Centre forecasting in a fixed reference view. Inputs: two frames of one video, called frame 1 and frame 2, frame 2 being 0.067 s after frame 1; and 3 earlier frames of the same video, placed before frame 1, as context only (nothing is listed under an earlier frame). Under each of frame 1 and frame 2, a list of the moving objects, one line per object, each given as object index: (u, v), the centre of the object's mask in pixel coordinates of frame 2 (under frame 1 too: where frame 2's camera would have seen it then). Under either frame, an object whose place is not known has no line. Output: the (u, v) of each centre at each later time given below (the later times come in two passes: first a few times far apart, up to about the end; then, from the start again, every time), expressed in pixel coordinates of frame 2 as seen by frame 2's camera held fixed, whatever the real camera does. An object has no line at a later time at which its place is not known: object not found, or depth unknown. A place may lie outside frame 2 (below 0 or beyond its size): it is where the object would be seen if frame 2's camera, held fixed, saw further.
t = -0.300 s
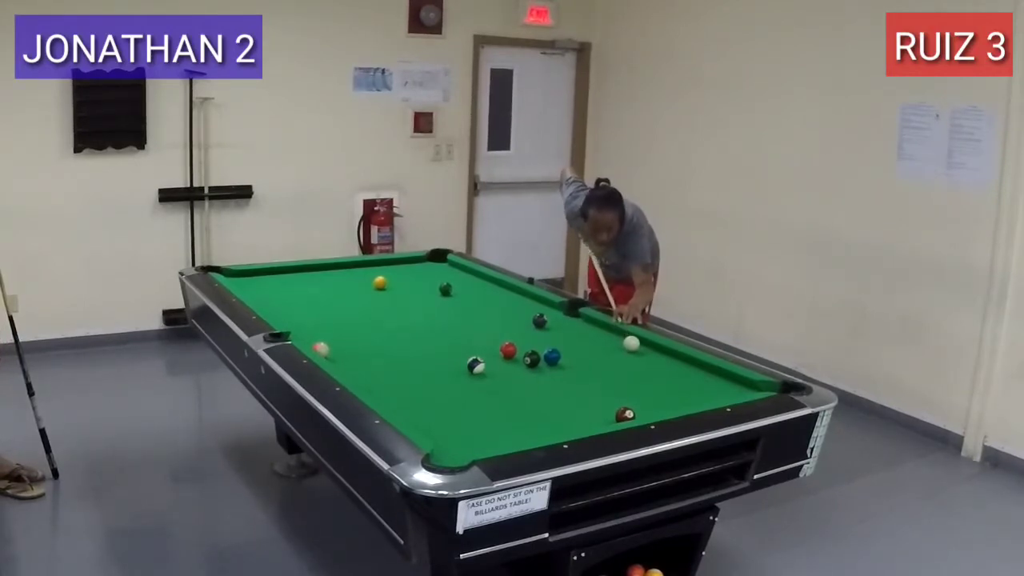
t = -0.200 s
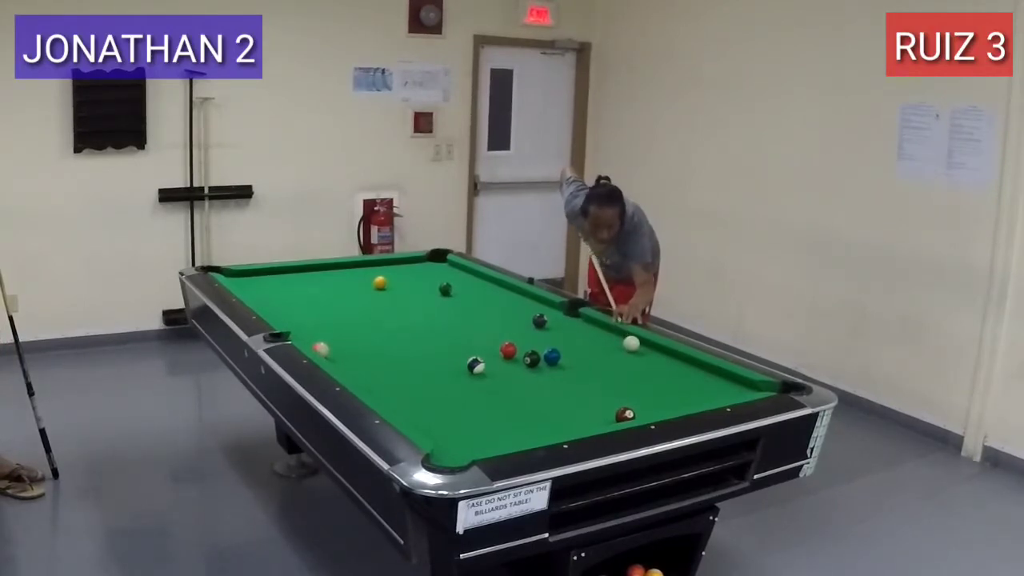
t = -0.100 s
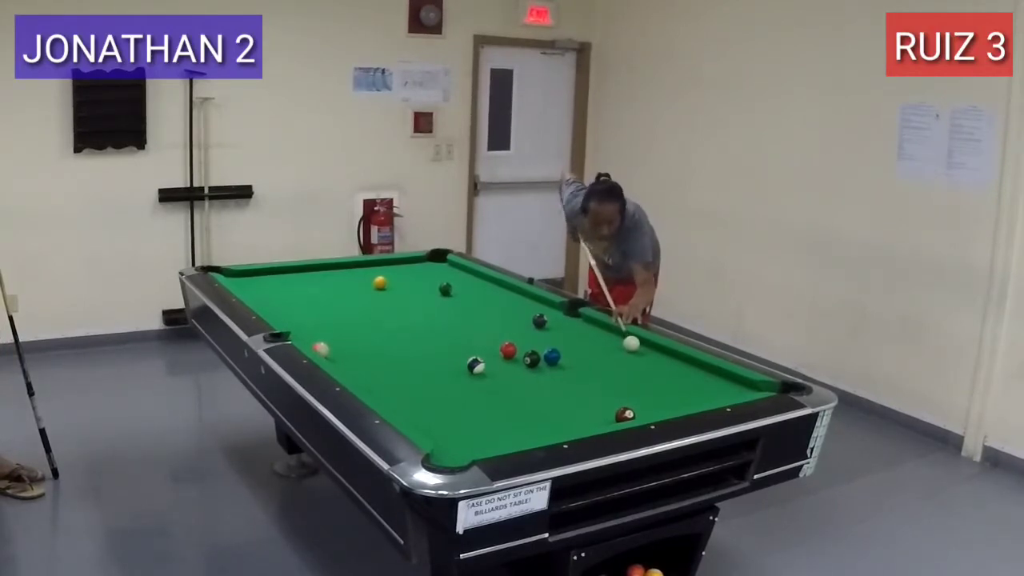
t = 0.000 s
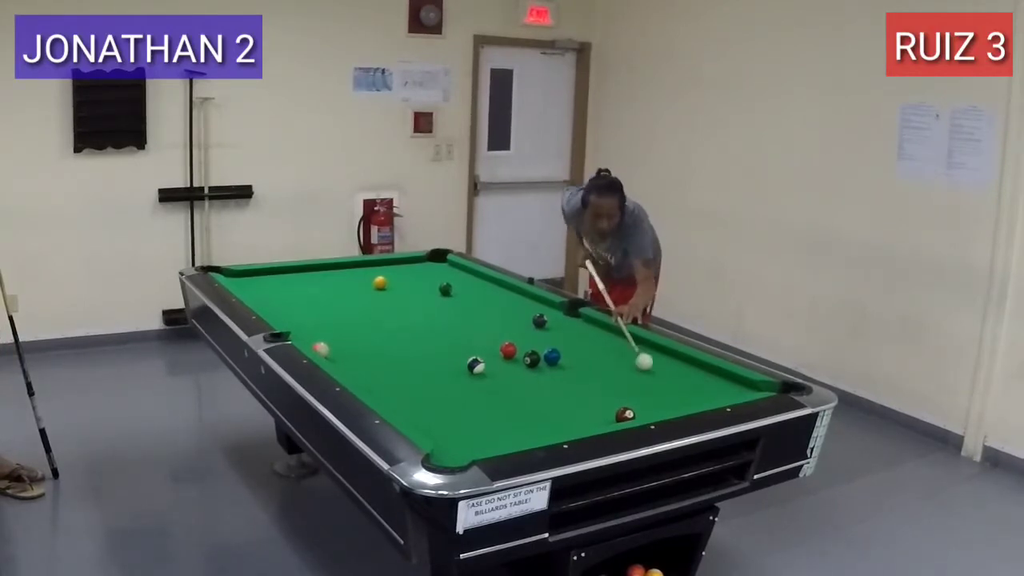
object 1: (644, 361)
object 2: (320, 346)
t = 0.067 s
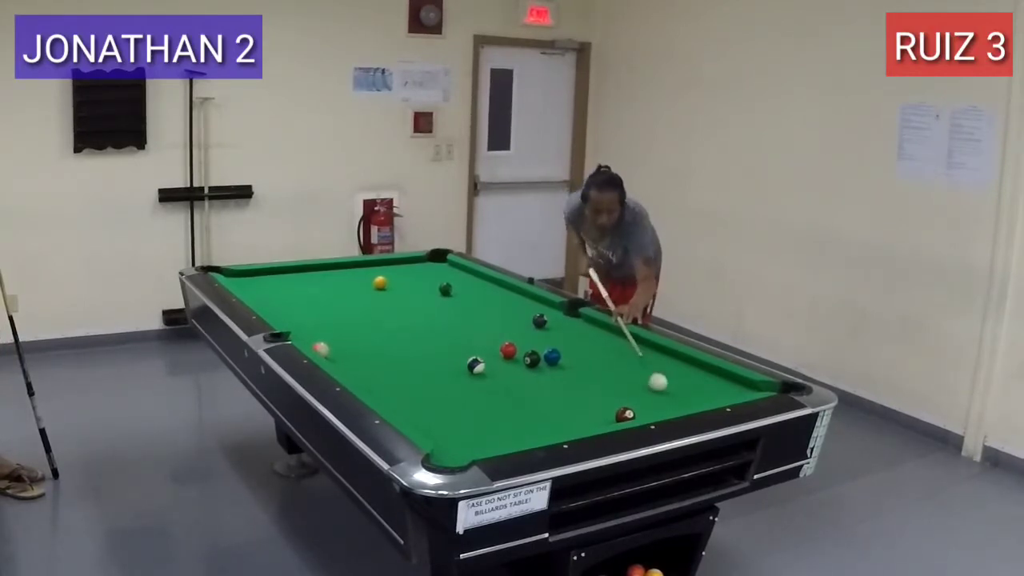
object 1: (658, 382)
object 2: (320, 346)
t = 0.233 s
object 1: (629, 400)
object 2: (320, 346)
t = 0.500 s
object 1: (501, 380)
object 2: (320, 346)
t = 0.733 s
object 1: (401, 363)
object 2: (320, 346)
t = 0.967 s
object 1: (341, 350)
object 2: (323, 346)
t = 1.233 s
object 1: (352, 342)
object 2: (333, 337)
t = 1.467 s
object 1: (356, 335)
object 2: (341, 328)
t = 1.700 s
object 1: (361, 329)
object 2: (348, 321)
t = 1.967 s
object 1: (365, 324)
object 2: (356, 314)
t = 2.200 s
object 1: (369, 320)
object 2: (361, 308)
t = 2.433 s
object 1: (372, 317)
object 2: (367, 304)
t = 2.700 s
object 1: (375, 313)
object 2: (372, 300)
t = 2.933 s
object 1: (378, 311)
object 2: (376, 297)
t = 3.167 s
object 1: (380, 309)
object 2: (380, 295)
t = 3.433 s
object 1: (382, 308)
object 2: (384, 292)
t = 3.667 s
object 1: (383, 307)
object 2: (387, 291)
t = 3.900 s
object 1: (384, 306)
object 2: (390, 290)
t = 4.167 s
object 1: (384, 306)
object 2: (392, 288)
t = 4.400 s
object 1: (384, 306)
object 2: (392, 287)
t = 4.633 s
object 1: (384, 306)
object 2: (393, 287)
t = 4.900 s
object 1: (384, 306)
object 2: (394, 287)
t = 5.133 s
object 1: (384, 307)
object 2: (394, 287)
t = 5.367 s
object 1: (384, 306)
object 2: (394, 287)
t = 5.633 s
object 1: (384, 307)
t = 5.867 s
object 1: (384, 307)
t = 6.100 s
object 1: (384, 307)
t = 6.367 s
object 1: (384, 306)
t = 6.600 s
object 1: (384, 307)
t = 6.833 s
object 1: (384, 307)
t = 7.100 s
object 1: (384, 306)
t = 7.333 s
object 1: (384, 307)
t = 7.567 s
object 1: (384, 307)
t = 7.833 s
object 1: (384, 307)
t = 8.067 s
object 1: (384, 307)
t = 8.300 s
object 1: (384, 306)
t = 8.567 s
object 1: (384, 307)
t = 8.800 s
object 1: (384, 307)
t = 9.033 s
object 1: (384, 307)
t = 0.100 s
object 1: (665, 393)
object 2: (320, 346)
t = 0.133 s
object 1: (672, 402)
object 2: (320, 346)
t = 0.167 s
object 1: (667, 406)
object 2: (320, 346)
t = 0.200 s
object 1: (648, 405)
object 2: (320, 346)
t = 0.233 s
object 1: (629, 400)
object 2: (320, 346)
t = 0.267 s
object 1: (611, 398)
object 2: (320, 346)
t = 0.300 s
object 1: (595, 395)
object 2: (320, 346)
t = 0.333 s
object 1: (578, 393)
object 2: (320, 346)
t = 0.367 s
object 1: (562, 390)
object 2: (320, 346)
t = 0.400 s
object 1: (547, 388)
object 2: (320, 346)
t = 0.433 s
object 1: (531, 385)
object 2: (320, 346)
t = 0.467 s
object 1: (515, 382)
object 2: (320, 346)
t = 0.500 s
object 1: (501, 380)
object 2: (320, 346)
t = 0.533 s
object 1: (486, 378)
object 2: (320, 346)
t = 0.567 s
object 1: (470, 376)
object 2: (320, 346)
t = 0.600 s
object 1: (457, 373)
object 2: (320, 346)
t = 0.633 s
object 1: (442, 370)
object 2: (320, 346)
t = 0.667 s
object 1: (428, 368)
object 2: (320, 346)
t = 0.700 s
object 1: (415, 365)
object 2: (320, 346)
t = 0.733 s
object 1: (401, 363)
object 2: (320, 346)
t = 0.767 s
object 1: (388, 361)
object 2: (320, 346)
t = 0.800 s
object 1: (375, 359)
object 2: (320, 346)
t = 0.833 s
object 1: (362, 356)
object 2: (320, 346)
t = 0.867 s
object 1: (350, 354)
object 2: (320, 346)
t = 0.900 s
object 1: (337, 352)
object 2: (321, 348)
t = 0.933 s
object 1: (338, 351)
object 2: (321, 347)
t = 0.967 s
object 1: (341, 350)
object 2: (323, 346)
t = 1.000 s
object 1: (345, 349)
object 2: (324, 345)
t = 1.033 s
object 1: (347, 348)
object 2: (326, 344)
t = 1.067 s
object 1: (348, 347)
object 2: (327, 343)
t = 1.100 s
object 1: (348, 346)
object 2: (328, 342)
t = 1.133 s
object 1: (349, 345)
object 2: (330, 340)
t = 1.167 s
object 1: (350, 344)
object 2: (330, 339)
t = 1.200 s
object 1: (351, 343)
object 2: (331, 338)
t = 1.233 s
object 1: (352, 342)
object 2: (333, 337)
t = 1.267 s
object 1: (352, 341)
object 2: (334, 335)
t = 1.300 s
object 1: (353, 340)
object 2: (336, 334)
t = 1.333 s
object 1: (353, 339)
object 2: (337, 333)
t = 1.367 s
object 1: (354, 338)
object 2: (338, 332)
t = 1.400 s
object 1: (355, 337)
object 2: (339, 330)
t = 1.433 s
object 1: (356, 336)
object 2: (340, 330)
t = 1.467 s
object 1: (356, 335)
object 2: (341, 328)
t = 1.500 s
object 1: (357, 334)
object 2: (342, 327)
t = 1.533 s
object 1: (357, 333)
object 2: (343, 326)
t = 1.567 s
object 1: (358, 333)
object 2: (344, 325)
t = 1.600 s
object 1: (359, 332)
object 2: (345, 324)
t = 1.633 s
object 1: (359, 331)
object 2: (346, 323)
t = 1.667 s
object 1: (360, 330)
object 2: (348, 322)
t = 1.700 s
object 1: (361, 329)
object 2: (348, 321)
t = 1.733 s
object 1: (361, 329)
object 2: (349, 320)
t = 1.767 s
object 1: (362, 328)
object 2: (350, 319)
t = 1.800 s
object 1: (363, 327)
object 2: (351, 318)
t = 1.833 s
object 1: (363, 327)
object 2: (352, 317)
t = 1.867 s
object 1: (364, 326)
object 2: (353, 316)
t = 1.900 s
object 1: (364, 325)
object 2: (354, 316)
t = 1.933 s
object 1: (365, 325)
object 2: (355, 315)
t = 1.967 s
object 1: (365, 324)
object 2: (356, 314)
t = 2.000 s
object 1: (366, 323)
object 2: (356, 313)
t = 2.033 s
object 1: (366, 323)
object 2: (357, 312)
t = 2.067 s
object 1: (367, 322)
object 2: (358, 311)
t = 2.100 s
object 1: (368, 322)
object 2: (359, 311)
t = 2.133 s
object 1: (368, 321)
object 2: (360, 310)
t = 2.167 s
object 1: (368, 321)
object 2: (361, 309)
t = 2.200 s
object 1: (369, 320)
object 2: (361, 308)
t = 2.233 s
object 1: (369, 320)
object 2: (362, 308)
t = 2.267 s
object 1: (370, 319)
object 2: (363, 307)
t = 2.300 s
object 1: (370, 319)
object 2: (364, 306)
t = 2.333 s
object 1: (371, 318)
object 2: (364, 306)
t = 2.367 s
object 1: (371, 317)
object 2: (365, 305)
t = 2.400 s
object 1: (372, 317)
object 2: (366, 305)
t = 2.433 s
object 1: (372, 317)
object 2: (367, 304)
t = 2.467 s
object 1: (373, 316)
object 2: (368, 303)
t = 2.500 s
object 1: (373, 315)
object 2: (368, 303)
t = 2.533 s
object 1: (373, 315)
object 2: (369, 302)
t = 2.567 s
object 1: (374, 315)
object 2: (370, 302)
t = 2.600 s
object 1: (374, 315)
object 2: (370, 301)
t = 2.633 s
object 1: (374, 314)
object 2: (371, 300)
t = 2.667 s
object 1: (375, 314)
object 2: (371, 300)
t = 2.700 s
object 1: (375, 313)
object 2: (372, 300)
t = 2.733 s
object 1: (376, 312)
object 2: (373, 299)
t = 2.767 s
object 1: (376, 313)
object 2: (374, 299)
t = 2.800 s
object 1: (376, 312)
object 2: (374, 298)
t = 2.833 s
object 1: (377, 311)
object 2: (374, 298)
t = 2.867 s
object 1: (377, 312)
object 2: (375, 298)
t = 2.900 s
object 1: (378, 311)
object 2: (375, 297)
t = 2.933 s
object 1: (378, 311)
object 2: (376, 297)
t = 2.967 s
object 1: (378, 311)
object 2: (377, 296)
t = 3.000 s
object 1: (379, 310)
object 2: (377, 296)
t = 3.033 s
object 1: (379, 310)
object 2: (377, 296)
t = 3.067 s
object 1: (379, 310)
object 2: (378, 295)
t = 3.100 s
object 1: (379, 310)
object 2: (378, 295)
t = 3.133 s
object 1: (380, 310)
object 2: (380, 295)
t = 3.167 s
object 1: (380, 309)
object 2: (380, 295)
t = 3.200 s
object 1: (381, 309)
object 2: (381, 294)
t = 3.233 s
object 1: (381, 309)
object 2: (381, 294)
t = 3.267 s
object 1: (381, 309)
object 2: (382, 294)
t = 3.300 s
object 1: (381, 308)
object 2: (382, 293)
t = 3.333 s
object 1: (381, 308)
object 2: (383, 293)
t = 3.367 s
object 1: (381, 308)
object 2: (383, 293)
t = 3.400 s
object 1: (382, 308)
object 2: (384, 292)
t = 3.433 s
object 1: (382, 308)
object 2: (384, 292)
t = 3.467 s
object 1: (382, 308)
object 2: (385, 292)
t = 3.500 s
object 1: (383, 308)
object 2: (385, 292)
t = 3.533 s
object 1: (383, 307)
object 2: (386, 292)
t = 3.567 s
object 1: (383, 307)
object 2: (386, 292)
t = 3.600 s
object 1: (383, 307)
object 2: (387, 291)
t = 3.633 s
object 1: (383, 307)
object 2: (387, 291)
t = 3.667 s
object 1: (383, 307)
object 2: (387, 291)
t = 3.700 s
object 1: (383, 307)
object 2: (388, 291)
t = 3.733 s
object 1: (384, 307)
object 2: (388, 291)
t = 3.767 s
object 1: (384, 307)
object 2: (388, 290)
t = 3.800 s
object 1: (384, 307)
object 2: (389, 290)
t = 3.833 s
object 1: (384, 307)
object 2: (389, 290)
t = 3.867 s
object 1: (384, 307)
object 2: (390, 290)
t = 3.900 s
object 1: (384, 306)
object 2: (390, 290)
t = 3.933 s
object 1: (384, 306)
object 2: (390, 289)
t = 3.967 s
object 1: (384, 306)
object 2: (390, 289)
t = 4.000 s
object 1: (384, 306)
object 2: (390, 289)
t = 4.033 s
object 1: (384, 306)
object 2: (391, 288)
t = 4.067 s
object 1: (384, 306)
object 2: (391, 288)
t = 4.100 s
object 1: (384, 306)
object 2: (391, 288)
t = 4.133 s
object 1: (384, 306)
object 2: (391, 288)
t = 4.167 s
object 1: (384, 306)
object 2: (392, 288)
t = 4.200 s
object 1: (384, 306)
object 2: (392, 288)
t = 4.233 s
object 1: (384, 306)
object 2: (392, 288)
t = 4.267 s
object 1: (384, 306)
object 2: (392, 288)
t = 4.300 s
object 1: (384, 306)
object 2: (392, 288)
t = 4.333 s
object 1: (384, 306)
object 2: (392, 287)
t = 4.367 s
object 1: (384, 306)
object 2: (393, 287)
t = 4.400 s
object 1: (384, 306)
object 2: (392, 287)
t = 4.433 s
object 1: (384, 306)
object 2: (393, 287)
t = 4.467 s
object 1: (384, 306)
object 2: (392, 287)
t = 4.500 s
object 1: (384, 306)
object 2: (392, 287)
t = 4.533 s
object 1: (384, 306)
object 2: (393, 287)
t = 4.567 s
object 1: (384, 306)
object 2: (393, 287)
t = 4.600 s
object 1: (384, 306)
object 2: (393, 287)
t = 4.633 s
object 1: (384, 306)
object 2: (393, 287)
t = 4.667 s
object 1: (384, 306)
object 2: (393, 287)
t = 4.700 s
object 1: (384, 307)
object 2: (394, 287)
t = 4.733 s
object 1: (384, 307)
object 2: (394, 287)
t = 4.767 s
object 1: (384, 307)
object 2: (394, 287)
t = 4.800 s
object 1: (384, 306)
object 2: (394, 287)
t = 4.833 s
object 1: (384, 307)
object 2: (394, 287)
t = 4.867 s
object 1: (384, 307)
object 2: (394, 287)
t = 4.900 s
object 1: (384, 306)
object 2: (394, 287)
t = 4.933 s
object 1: (384, 306)
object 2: (394, 287)
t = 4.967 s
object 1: (384, 306)
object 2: (394, 287)
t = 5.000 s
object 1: (384, 306)
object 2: (394, 287)
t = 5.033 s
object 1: (384, 307)
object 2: (394, 287)
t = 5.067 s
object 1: (384, 307)
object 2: (394, 287)
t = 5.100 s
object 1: (384, 307)
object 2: (394, 287)
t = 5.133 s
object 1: (384, 307)
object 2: (394, 287)
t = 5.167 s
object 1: (384, 306)
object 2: (394, 287)
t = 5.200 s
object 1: (384, 306)
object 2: (394, 287)
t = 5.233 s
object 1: (384, 307)
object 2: (394, 287)
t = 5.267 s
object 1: (384, 306)
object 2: (394, 287)
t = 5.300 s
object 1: (384, 307)
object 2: (394, 287)
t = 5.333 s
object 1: (384, 307)
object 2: (394, 287)
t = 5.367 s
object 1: (384, 306)
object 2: (394, 287)
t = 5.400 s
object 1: (384, 307)
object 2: (394, 287)
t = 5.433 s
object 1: (384, 307)
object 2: (394, 287)
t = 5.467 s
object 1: (384, 307)
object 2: (394, 287)
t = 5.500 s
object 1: (384, 307)
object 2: (394, 287)
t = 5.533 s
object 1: (384, 307)
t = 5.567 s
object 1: (384, 306)
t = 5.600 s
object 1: (384, 306)
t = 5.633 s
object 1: (384, 307)
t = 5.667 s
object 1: (384, 307)
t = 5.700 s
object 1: (384, 307)
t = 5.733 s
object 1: (384, 307)
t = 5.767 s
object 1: (384, 306)
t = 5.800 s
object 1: (384, 307)
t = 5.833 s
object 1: (384, 307)
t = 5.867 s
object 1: (384, 307)
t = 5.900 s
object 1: (384, 307)
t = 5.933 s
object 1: (384, 307)
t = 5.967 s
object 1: (384, 307)
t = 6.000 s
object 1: (384, 307)
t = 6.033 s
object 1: (384, 306)
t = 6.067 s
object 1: (384, 307)
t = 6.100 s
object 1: (384, 307)
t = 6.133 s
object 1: (384, 307)
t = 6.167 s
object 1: (384, 307)
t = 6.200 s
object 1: (384, 307)
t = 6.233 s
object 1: (384, 307)
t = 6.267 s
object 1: (384, 306)
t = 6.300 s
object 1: (384, 306)
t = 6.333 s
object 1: (384, 306)
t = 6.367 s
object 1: (384, 306)
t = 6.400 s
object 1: (384, 307)
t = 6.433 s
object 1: (384, 307)
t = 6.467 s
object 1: (384, 306)
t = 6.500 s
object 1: (384, 306)
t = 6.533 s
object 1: (384, 307)
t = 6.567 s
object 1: (384, 307)
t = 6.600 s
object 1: (384, 307)
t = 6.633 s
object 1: (384, 307)
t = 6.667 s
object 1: (384, 307)
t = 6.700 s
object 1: (384, 307)
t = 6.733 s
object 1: (384, 307)
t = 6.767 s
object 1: (384, 307)
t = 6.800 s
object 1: (384, 307)
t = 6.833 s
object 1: (384, 307)
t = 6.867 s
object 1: (384, 307)
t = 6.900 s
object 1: (384, 307)
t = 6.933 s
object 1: (384, 307)
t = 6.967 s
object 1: (384, 307)
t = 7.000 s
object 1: (384, 307)
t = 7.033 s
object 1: (384, 307)
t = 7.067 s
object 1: (384, 307)
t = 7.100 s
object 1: (384, 306)
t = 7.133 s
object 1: (384, 307)
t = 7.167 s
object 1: (384, 306)
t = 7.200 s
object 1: (384, 306)
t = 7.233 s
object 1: (384, 306)
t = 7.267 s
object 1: (384, 306)
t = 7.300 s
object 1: (384, 306)
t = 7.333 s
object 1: (384, 307)
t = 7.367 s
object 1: (384, 307)
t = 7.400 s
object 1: (384, 307)
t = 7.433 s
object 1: (384, 307)
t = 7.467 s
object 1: (384, 307)
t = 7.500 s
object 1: (384, 307)
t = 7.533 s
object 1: (384, 307)
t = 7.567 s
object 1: (384, 307)
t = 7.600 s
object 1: (384, 307)
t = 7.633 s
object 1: (384, 307)
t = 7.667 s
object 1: (384, 307)
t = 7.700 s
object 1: (384, 307)
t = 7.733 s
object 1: (384, 307)
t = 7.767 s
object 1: (384, 307)
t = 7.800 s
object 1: (384, 307)
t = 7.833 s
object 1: (384, 307)
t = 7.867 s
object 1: (384, 307)
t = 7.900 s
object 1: (384, 307)
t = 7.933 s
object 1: (384, 307)
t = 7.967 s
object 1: (384, 306)
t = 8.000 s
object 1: (384, 307)
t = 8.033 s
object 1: (384, 306)
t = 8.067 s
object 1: (384, 307)
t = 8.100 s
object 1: (384, 307)
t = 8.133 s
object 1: (384, 307)
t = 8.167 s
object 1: (384, 306)
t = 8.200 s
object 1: (384, 307)
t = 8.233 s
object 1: (384, 306)
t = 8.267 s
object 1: (384, 306)
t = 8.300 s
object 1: (384, 306)
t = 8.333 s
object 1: (384, 306)
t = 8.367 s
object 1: (384, 306)
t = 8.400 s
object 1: (384, 306)
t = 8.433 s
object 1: (384, 306)
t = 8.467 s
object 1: (384, 306)
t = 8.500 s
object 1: (384, 307)
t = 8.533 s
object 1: (384, 306)
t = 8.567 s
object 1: (384, 307)
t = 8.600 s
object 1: (384, 306)
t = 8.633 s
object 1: (384, 307)
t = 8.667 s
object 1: (384, 306)
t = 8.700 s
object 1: (384, 307)
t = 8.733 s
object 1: (384, 307)
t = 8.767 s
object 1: (384, 307)
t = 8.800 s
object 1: (384, 307)
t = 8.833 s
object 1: (384, 307)
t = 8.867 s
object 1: (384, 307)
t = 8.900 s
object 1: (384, 307)
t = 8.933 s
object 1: (384, 307)
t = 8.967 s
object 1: (384, 307)
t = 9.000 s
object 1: (384, 307)
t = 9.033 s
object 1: (384, 307)
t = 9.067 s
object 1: (384, 307)
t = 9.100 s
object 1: (384, 307)
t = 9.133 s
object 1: (384, 307)
